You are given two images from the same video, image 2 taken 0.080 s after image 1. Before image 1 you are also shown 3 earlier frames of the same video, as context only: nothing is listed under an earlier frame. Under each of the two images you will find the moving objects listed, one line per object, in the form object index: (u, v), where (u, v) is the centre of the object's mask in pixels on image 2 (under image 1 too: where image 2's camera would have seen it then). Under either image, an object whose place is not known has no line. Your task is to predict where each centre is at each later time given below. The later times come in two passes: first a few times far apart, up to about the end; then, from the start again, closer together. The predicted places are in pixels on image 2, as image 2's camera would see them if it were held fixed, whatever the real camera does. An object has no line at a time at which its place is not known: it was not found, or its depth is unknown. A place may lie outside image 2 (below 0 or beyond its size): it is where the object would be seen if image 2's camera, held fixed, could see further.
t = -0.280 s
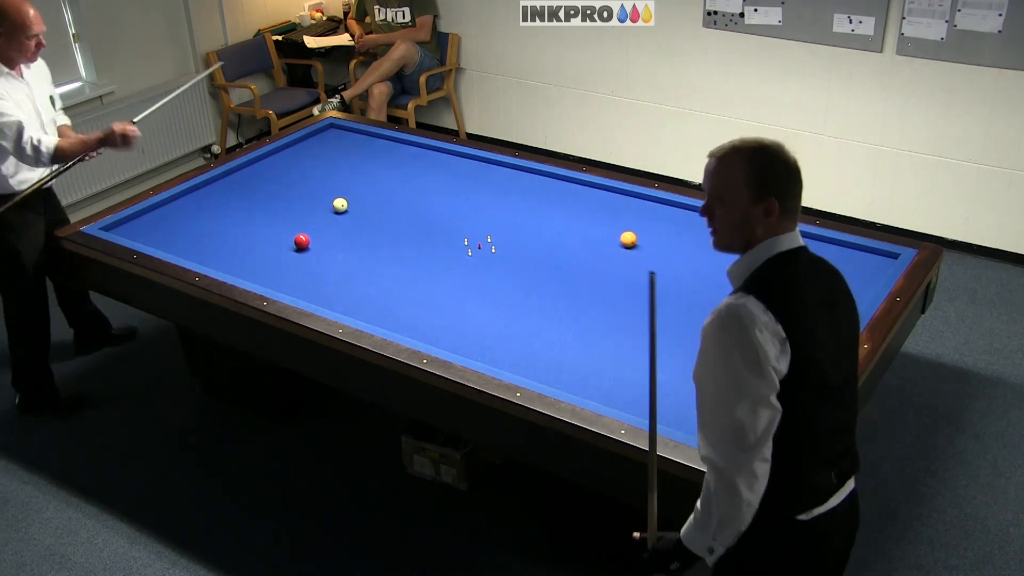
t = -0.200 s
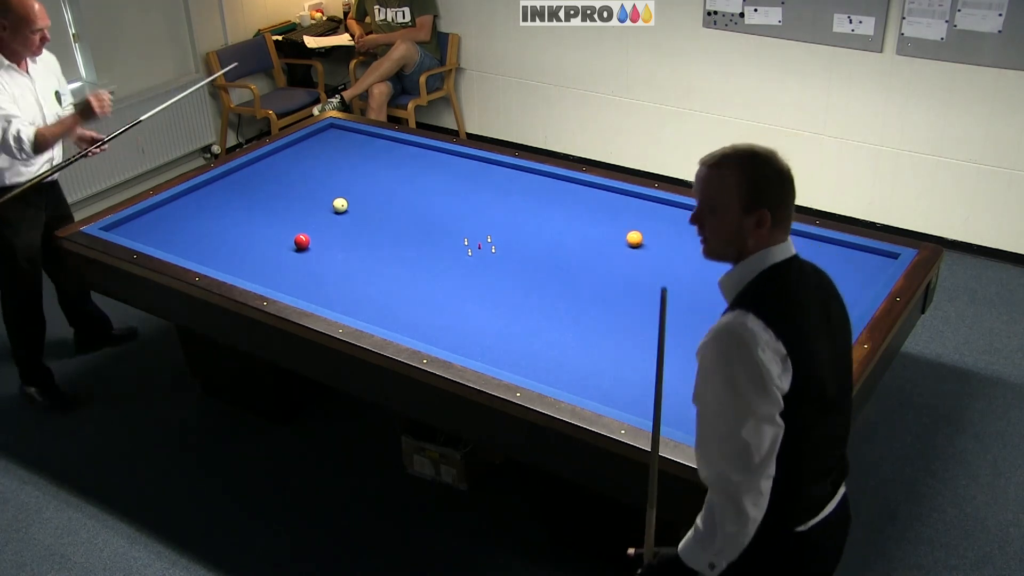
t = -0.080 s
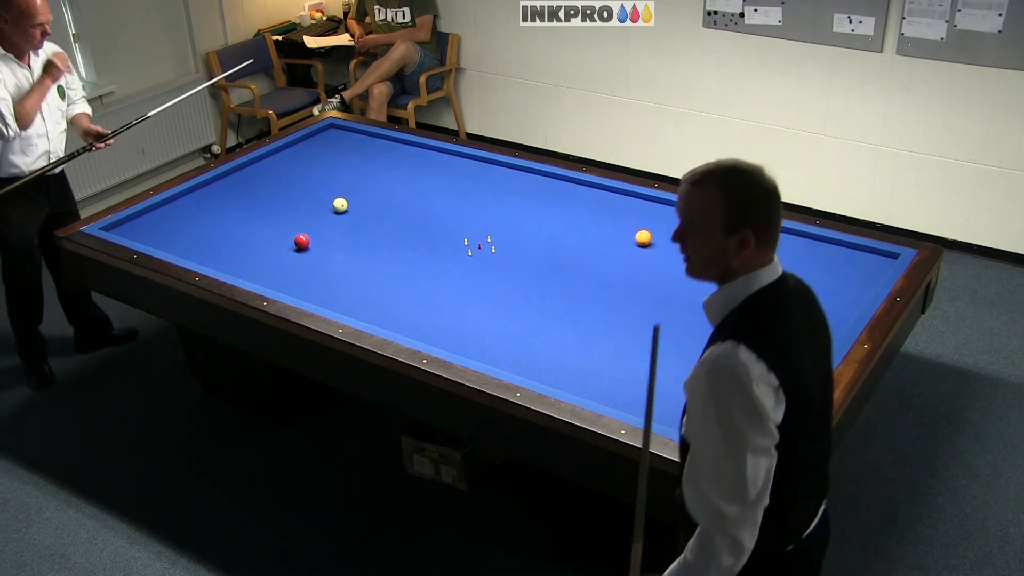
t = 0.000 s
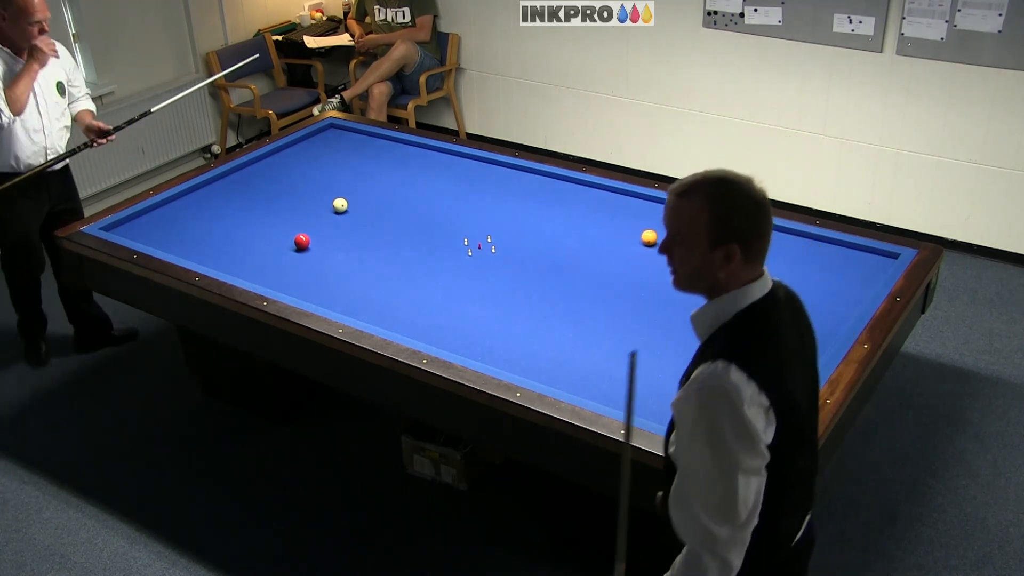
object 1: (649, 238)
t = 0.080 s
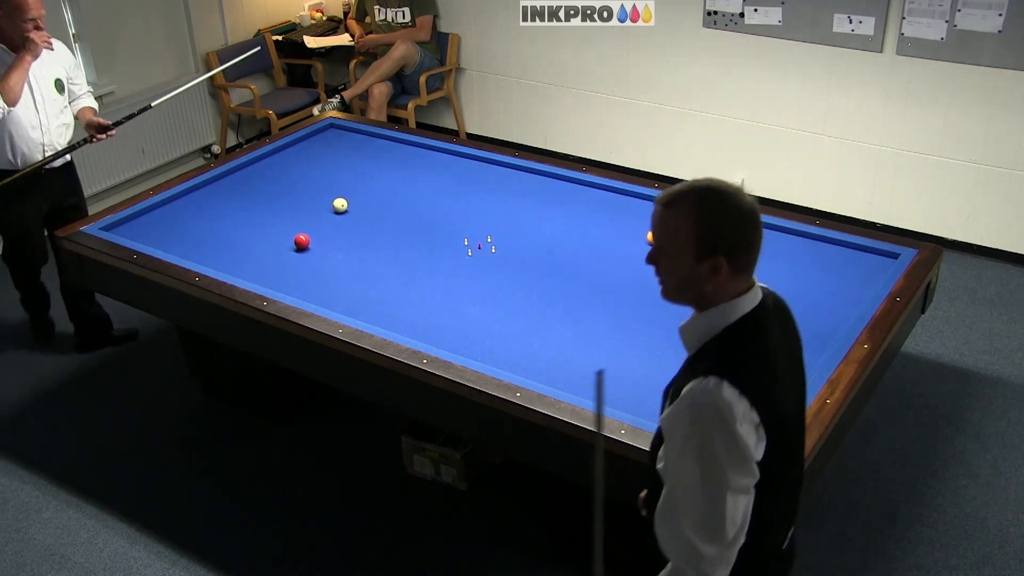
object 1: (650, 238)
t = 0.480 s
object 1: (683, 235)
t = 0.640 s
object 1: (692, 234)
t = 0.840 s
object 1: (705, 233)
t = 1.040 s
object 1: (716, 232)
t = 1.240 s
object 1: (728, 231)
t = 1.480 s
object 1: (740, 230)
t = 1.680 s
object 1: (750, 229)
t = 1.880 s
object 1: (760, 228)
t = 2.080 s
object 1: (767, 228)
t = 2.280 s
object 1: (770, 230)
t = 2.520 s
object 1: (773, 232)
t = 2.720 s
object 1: (775, 234)
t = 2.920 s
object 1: (777, 236)
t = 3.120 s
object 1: (779, 237)
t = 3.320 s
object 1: (780, 238)
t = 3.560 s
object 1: (781, 239)
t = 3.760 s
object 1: (782, 240)
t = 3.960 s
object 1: (782, 240)
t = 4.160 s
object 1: (782, 241)
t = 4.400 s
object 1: (782, 241)
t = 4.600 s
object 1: (782, 241)
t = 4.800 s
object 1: (782, 241)
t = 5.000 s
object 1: (782, 241)
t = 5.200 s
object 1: (782, 241)
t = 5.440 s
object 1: (782, 241)
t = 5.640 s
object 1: (783, 241)
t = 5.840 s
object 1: (783, 241)
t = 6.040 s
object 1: (782, 241)
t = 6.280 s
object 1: (782, 241)
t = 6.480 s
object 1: (782, 241)
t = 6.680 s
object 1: (782, 241)
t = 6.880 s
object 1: (782, 241)
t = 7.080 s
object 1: (782, 241)
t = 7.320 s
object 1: (782, 241)
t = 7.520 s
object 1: (783, 241)
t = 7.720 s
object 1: (782, 241)
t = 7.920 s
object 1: (782, 241)
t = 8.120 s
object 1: (782, 241)
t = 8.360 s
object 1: (782, 241)
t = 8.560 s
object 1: (783, 241)
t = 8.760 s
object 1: (782, 241)
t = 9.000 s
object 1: (783, 241)
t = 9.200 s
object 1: (783, 241)
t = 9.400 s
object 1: (782, 241)
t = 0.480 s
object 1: (683, 235)
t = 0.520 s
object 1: (685, 235)
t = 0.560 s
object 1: (688, 235)
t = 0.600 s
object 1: (690, 234)
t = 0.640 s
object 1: (692, 234)
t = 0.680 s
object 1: (695, 234)
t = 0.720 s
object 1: (697, 234)
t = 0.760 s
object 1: (700, 234)
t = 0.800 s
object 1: (702, 234)
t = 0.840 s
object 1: (705, 233)
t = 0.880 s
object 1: (707, 233)
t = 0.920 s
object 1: (710, 233)
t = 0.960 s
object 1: (712, 233)
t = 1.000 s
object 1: (714, 232)
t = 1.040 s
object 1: (716, 232)
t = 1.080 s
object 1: (719, 232)
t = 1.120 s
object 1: (721, 232)
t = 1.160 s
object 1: (723, 231)
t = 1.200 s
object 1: (726, 231)
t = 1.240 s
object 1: (728, 231)
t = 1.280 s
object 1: (730, 231)
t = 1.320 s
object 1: (732, 231)
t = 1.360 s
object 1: (734, 230)
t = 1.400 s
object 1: (736, 230)
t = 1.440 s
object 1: (738, 230)
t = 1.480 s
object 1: (740, 230)
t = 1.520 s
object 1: (742, 229)
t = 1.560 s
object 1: (744, 229)
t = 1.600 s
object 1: (746, 229)
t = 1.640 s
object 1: (748, 229)
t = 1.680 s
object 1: (750, 229)
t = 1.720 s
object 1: (752, 229)
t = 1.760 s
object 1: (754, 229)
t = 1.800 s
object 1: (756, 228)
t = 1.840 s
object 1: (758, 228)
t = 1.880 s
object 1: (760, 228)
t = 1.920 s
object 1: (761, 228)
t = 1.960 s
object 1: (763, 228)
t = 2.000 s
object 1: (765, 227)
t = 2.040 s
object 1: (766, 227)
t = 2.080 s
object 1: (767, 228)
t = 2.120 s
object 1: (767, 228)
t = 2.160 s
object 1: (768, 228)
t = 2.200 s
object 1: (769, 229)
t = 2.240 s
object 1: (769, 229)
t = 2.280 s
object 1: (770, 230)
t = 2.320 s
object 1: (770, 230)
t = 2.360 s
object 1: (771, 231)
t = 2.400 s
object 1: (771, 231)
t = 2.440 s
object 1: (772, 232)
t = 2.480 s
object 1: (772, 232)
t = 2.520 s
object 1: (773, 232)
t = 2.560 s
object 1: (773, 233)
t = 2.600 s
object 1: (773, 233)
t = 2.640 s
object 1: (774, 233)
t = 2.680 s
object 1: (774, 234)
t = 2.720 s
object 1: (775, 234)
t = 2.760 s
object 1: (775, 234)
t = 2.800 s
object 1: (776, 235)
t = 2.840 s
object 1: (776, 235)
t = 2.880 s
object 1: (776, 235)
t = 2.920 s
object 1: (777, 236)
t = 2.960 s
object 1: (777, 236)
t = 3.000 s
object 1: (777, 236)
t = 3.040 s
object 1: (778, 237)
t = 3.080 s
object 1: (778, 237)
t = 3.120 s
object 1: (779, 237)
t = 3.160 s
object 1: (779, 237)
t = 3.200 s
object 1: (779, 237)
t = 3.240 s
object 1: (779, 238)
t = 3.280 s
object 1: (780, 238)
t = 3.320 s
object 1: (780, 238)
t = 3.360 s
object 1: (780, 238)
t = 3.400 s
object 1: (780, 239)
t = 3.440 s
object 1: (781, 239)
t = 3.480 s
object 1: (781, 239)
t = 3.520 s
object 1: (781, 239)
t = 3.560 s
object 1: (781, 239)
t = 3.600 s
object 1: (781, 239)
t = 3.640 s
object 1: (781, 240)
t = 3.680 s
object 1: (781, 240)
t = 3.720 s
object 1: (781, 240)
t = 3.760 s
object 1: (782, 240)
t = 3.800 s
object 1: (782, 240)
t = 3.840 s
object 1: (782, 240)
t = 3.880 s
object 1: (782, 240)
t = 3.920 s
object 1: (782, 240)
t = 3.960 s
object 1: (782, 240)
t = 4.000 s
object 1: (782, 240)
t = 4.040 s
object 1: (782, 241)
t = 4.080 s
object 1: (782, 241)
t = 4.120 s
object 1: (782, 241)
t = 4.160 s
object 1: (782, 241)
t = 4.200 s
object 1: (782, 241)
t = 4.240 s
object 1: (782, 241)
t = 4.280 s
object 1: (782, 241)
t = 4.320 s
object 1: (782, 241)
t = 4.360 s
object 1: (782, 241)
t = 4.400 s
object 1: (782, 241)
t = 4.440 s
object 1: (782, 241)
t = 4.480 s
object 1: (782, 241)
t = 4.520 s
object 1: (782, 241)
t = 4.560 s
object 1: (782, 241)
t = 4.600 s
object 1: (782, 241)
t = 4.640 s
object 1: (782, 241)
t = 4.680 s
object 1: (782, 241)
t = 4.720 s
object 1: (782, 241)
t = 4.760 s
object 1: (782, 241)
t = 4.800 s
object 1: (782, 241)
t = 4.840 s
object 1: (782, 241)
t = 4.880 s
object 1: (782, 241)
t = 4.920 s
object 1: (782, 241)
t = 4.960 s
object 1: (782, 241)
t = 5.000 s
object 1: (782, 241)
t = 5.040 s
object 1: (782, 241)
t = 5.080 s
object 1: (782, 241)
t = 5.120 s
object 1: (782, 241)
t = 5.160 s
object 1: (782, 241)
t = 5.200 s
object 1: (782, 241)
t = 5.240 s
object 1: (782, 241)
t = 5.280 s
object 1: (782, 241)
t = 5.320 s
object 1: (782, 241)
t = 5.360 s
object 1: (782, 241)
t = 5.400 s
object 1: (782, 241)
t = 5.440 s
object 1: (782, 241)
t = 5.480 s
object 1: (782, 241)
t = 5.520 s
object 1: (782, 241)
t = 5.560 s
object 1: (782, 241)
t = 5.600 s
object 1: (783, 241)
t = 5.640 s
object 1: (783, 241)
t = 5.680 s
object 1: (782, 241)
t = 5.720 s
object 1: (782, 241)
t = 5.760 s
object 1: (782, 241)
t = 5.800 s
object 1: (783, 241)
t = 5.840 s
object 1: (783, 241)
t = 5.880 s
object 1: (783, 241)
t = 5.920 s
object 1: (783, 241)
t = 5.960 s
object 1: (782, 241)
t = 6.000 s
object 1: (782, 241)
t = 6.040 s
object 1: (782, 241)
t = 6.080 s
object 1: (782, 241)
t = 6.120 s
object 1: (782, 241)
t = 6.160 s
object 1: (783, 241)
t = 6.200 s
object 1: (782, 241)
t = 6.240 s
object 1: (782, 241)
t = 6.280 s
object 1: (782, 241)
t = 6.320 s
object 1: (782, 241)
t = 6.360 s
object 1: (782, 241)
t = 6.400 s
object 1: (782, 241)
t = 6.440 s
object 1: (782, 241)
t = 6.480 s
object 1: (782, 241)
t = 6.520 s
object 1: (782, 241)
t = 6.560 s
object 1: (782, 241)
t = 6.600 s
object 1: (782, 241)
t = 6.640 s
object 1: (782, 241)
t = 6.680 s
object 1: (782, 241)
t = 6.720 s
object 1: (782, 241)
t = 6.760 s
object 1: (782, 241)
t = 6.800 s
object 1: (782, 241)
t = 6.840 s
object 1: (782, 241)
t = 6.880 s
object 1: (782, 241)
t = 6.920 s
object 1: (782, 241)
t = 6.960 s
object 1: (782, 241)
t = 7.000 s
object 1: (782, 241)
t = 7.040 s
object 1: (782, 241)
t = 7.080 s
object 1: (782, 241)
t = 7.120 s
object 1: (782, 241)
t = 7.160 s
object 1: (782, 241)
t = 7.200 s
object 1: (782, 241)
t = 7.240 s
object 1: (782, 241)
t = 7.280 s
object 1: (783, 241)
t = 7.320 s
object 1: (782, 241)
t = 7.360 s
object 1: (782, 241)
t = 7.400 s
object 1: (782, 241)
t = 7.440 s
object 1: (783, 241)
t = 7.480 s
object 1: (783, 241)
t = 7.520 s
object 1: (783, 241)
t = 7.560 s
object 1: (782, 241)
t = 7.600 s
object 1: (782, 241)
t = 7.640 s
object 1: (782, 241)
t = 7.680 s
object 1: (782, 241)
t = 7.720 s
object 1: (782, 241)
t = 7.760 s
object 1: (782, 241)
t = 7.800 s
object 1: (783, 241)
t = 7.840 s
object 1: (782, 241)
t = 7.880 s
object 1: (782, 241)
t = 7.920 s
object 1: (782, 241)
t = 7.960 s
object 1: (783, 241)
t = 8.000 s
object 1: (782, 241)
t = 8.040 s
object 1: (783, 241)
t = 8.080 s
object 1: (782, 241)
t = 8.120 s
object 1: (782, 241)
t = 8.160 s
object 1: (782, 241)
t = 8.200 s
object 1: (782, 241)
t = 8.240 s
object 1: (782, 241)
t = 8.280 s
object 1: (782, 241)
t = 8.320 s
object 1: (782, 241)
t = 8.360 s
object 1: (782, 241)
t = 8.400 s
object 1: (782, 241)
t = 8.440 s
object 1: (782, 241)
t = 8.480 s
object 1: (782, 241)
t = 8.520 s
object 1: (782, 241)
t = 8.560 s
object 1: (783, 241)
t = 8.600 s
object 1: (782, 241)
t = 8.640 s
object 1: (782, 241)
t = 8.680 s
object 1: (782, 241)
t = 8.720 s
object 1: (782, 241)
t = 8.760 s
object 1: (782, 241)
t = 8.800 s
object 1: (782, 241)
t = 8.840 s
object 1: (782, 241)
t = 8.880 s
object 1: (782, 241)
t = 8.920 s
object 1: (782, 241)
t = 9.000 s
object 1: (783, 241)
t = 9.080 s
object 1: (783, 241)
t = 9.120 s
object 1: (783, 241)
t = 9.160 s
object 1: (783, 241)
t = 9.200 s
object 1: (783, 241)
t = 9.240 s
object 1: (783, 241)
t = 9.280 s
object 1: (783, 241)
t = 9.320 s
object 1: (782, 241)
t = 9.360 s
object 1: (782, 241)
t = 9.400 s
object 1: (782, 241)
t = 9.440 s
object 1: (782, 241)
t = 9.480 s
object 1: (782, 241)
